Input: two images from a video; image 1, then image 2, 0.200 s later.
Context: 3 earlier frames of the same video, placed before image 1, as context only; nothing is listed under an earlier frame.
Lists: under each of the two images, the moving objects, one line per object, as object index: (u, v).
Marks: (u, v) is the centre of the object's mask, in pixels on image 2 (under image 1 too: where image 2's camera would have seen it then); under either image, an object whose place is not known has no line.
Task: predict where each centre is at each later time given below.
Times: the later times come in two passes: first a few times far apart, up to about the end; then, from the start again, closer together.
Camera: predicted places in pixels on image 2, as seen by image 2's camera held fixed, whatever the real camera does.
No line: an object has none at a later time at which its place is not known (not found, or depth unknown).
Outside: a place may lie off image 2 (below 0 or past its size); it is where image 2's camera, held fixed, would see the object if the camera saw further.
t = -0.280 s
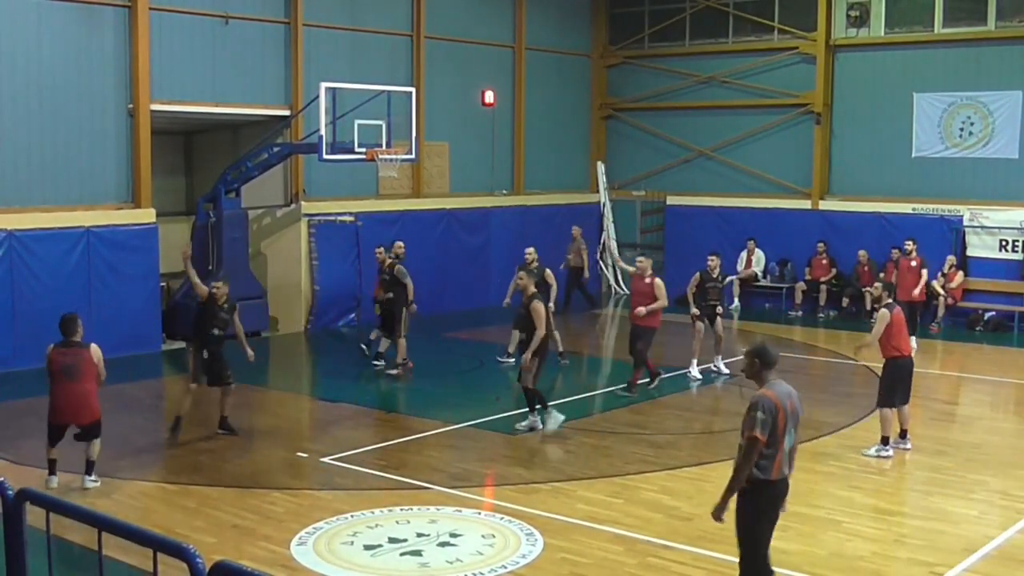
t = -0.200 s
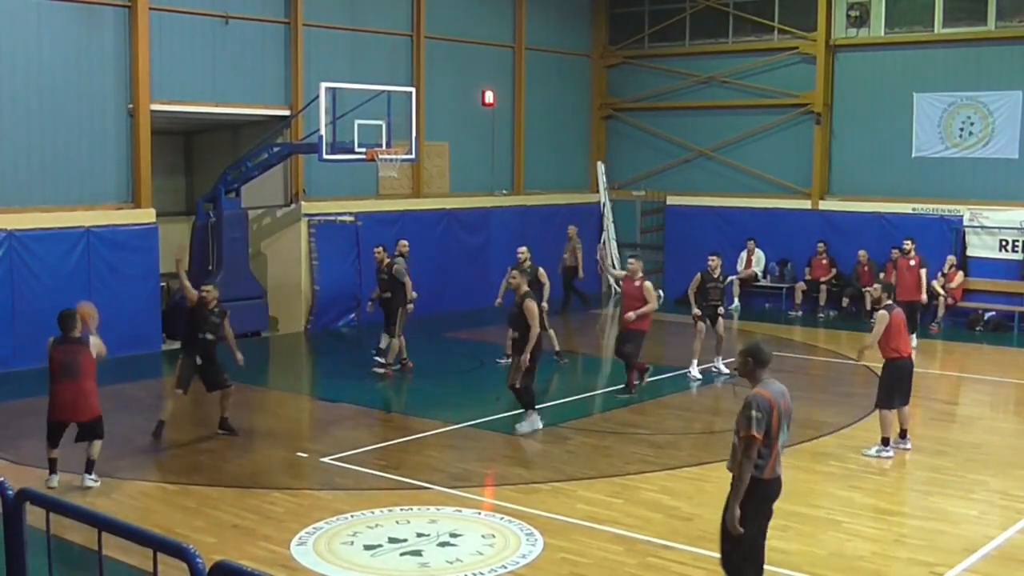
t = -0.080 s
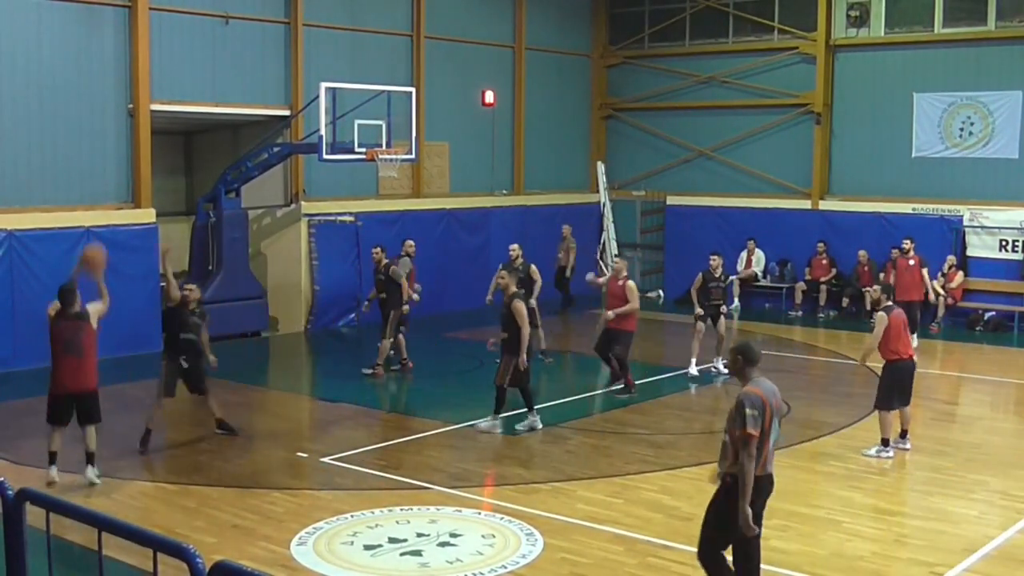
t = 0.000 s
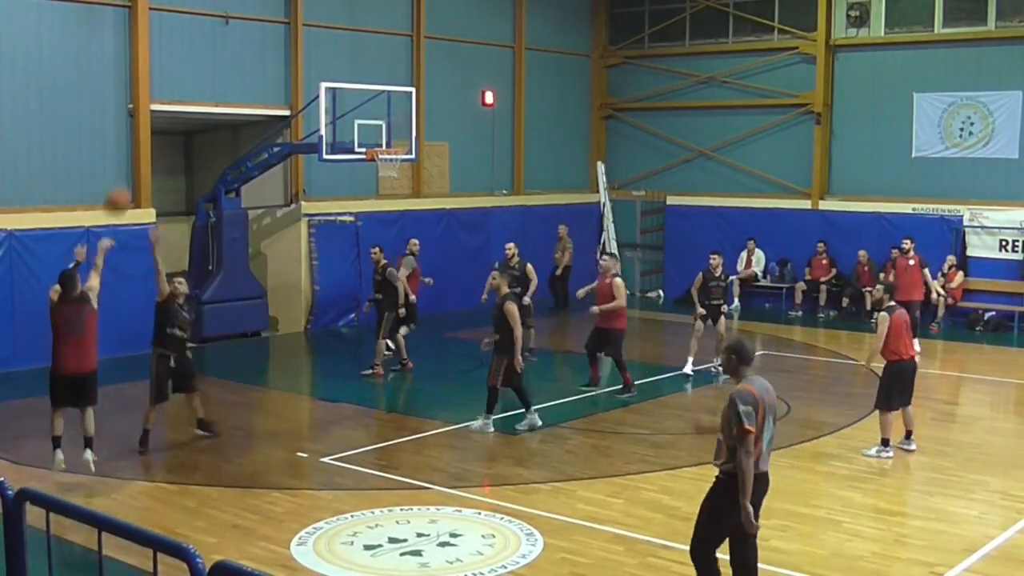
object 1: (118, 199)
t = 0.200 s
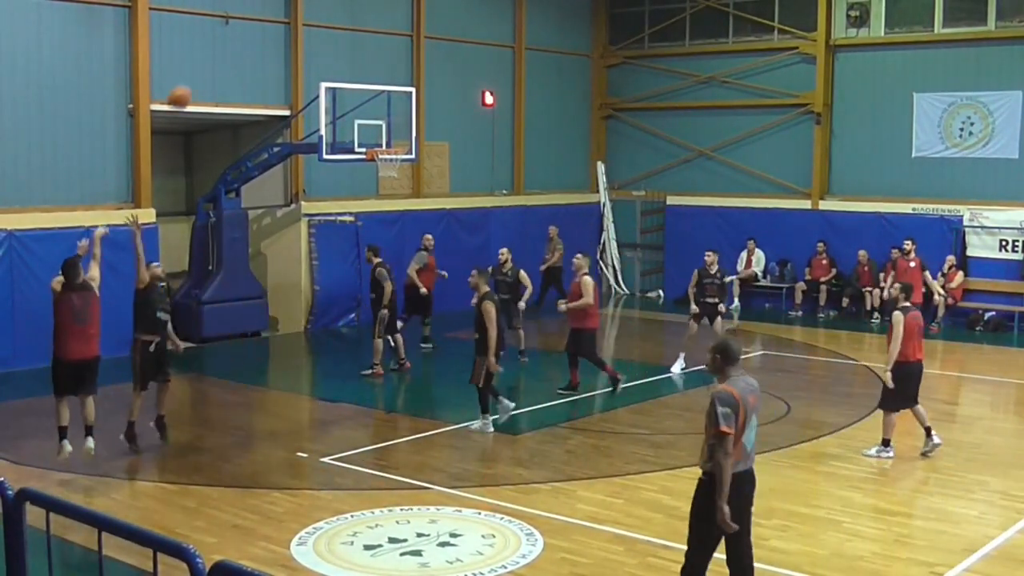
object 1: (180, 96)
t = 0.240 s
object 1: (191, 82)
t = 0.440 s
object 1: (242, 38)
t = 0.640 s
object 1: (288, 32)
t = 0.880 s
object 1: (334, 64)
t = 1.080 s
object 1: (367, 119)
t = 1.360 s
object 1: (409, 132)
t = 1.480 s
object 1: (427, 139)
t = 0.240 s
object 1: (191, 82)
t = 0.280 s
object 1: (202, 70)
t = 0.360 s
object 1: (223, 51)
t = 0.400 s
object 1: (233, 44)
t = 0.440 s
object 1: (242, 38)
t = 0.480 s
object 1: (252, 35)
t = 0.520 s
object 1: (261, 32)
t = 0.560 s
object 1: (271, 31)
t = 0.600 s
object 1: (280, 31)
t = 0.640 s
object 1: (288, 32)
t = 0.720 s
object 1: (304, 38)
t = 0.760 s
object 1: (311, 43)
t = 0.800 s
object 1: (319, 49)
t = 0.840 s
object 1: (326, 56)
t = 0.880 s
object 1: (334, 64)
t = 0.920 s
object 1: (341, 72)
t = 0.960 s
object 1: (348, 83)
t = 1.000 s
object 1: (355, 95)
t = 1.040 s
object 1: (361, 106)
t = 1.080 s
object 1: (367, 119)
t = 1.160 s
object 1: (379, 141)
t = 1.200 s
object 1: (385, 138)
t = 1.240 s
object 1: (392, 135)
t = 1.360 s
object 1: (409, 132)
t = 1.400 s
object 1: (416, 134)
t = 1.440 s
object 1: (421, 135)
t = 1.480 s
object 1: (427, 139)
